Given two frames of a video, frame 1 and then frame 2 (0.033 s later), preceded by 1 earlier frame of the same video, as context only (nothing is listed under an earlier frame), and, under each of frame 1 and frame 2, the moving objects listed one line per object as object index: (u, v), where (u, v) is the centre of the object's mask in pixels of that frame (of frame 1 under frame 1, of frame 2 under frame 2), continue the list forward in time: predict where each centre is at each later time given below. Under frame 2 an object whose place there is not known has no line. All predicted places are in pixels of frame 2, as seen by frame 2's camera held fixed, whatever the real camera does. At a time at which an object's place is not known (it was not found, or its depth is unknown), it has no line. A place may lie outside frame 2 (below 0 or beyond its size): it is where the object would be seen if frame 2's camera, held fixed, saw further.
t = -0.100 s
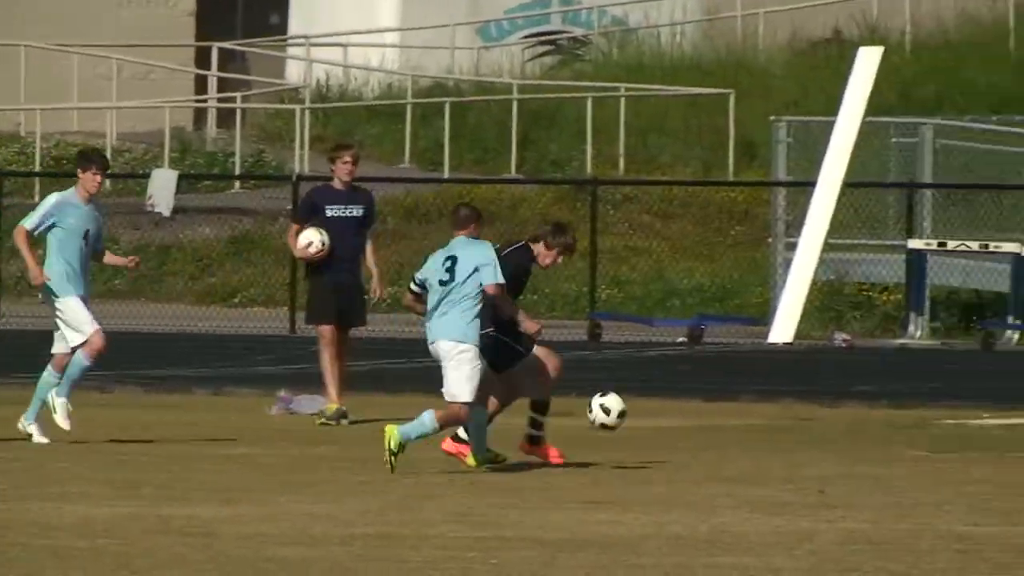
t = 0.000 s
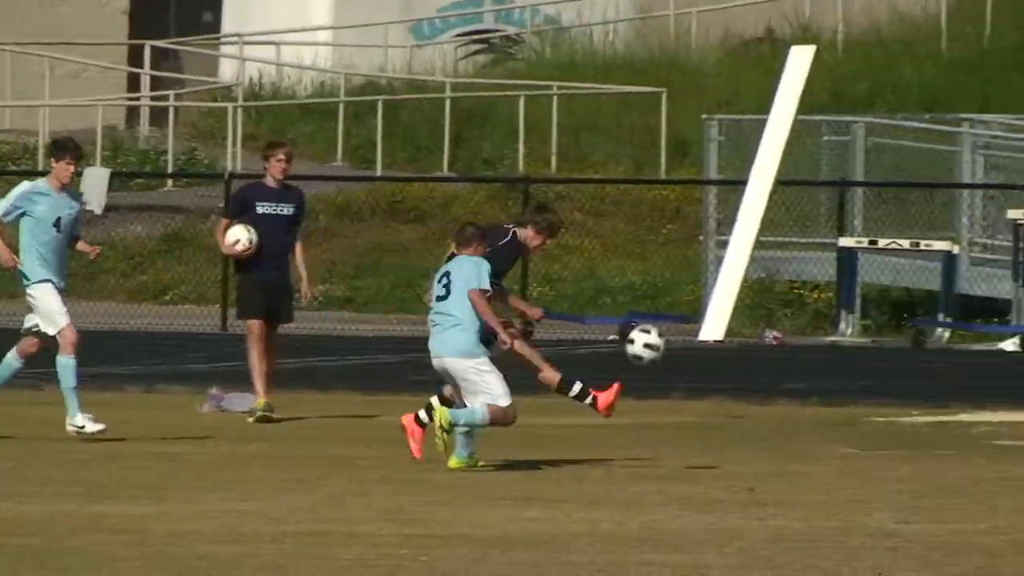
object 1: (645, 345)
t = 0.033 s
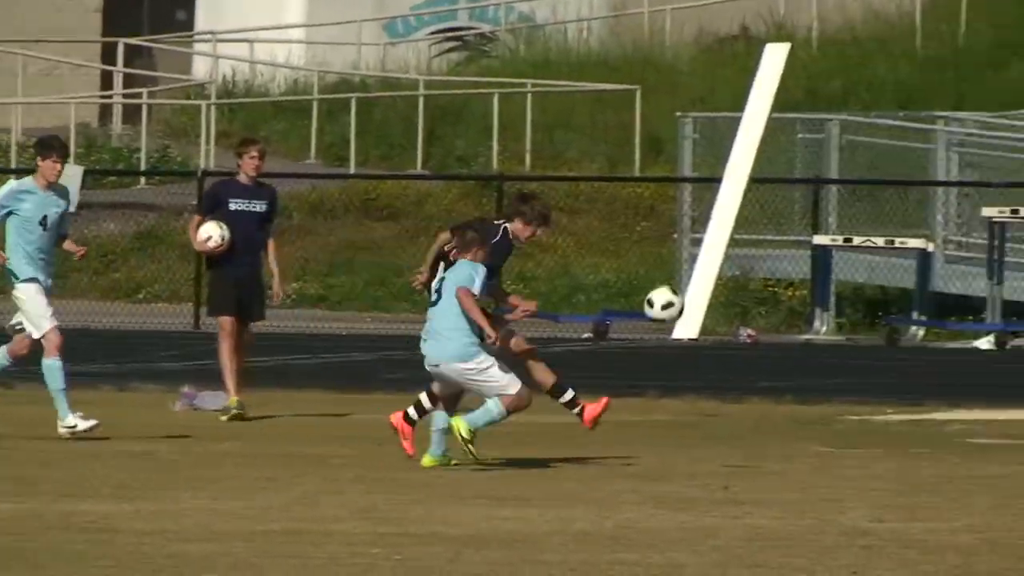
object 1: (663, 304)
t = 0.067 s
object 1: (708, 269)
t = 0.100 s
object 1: (754, 233)
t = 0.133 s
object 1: (799, 201)
